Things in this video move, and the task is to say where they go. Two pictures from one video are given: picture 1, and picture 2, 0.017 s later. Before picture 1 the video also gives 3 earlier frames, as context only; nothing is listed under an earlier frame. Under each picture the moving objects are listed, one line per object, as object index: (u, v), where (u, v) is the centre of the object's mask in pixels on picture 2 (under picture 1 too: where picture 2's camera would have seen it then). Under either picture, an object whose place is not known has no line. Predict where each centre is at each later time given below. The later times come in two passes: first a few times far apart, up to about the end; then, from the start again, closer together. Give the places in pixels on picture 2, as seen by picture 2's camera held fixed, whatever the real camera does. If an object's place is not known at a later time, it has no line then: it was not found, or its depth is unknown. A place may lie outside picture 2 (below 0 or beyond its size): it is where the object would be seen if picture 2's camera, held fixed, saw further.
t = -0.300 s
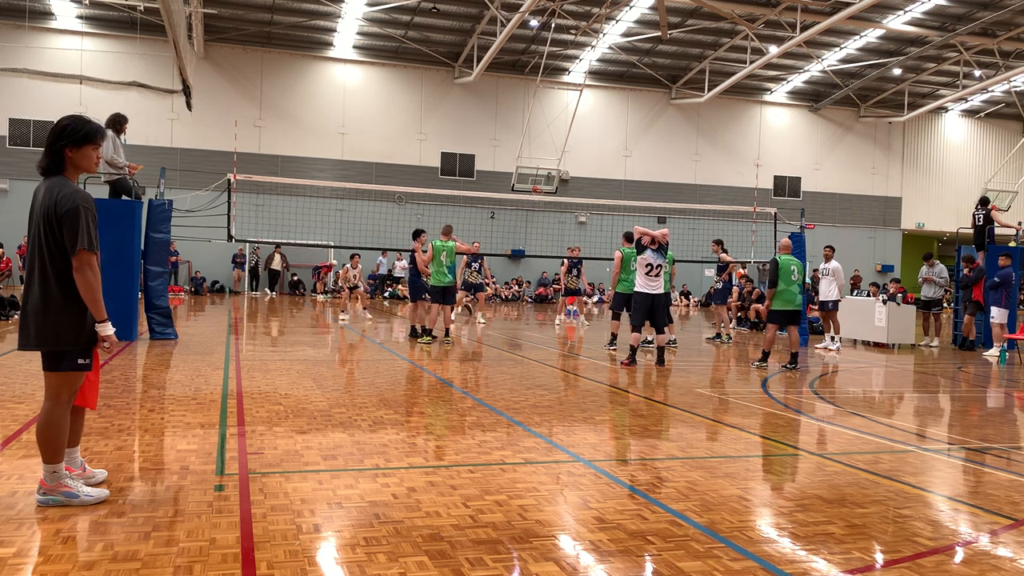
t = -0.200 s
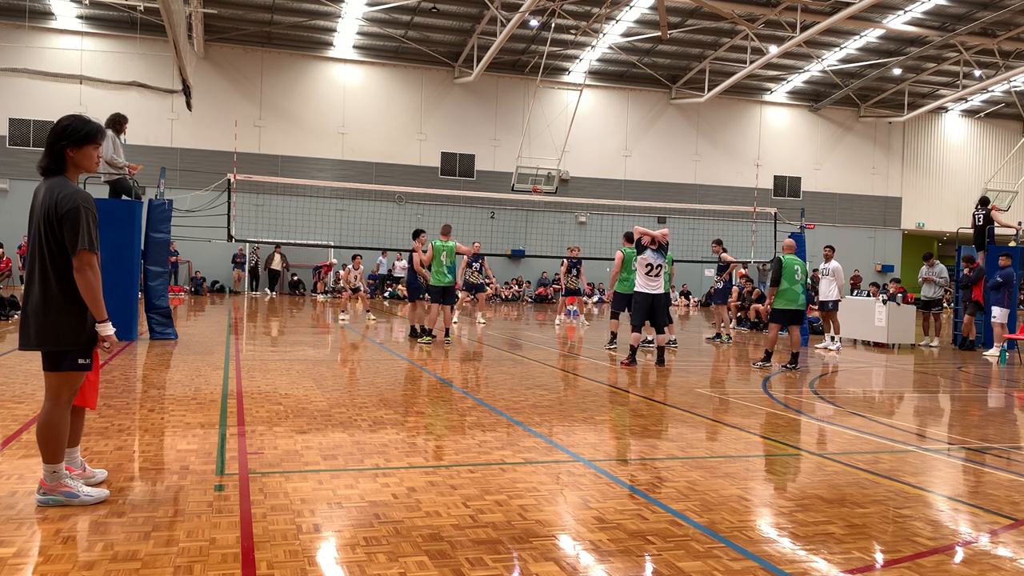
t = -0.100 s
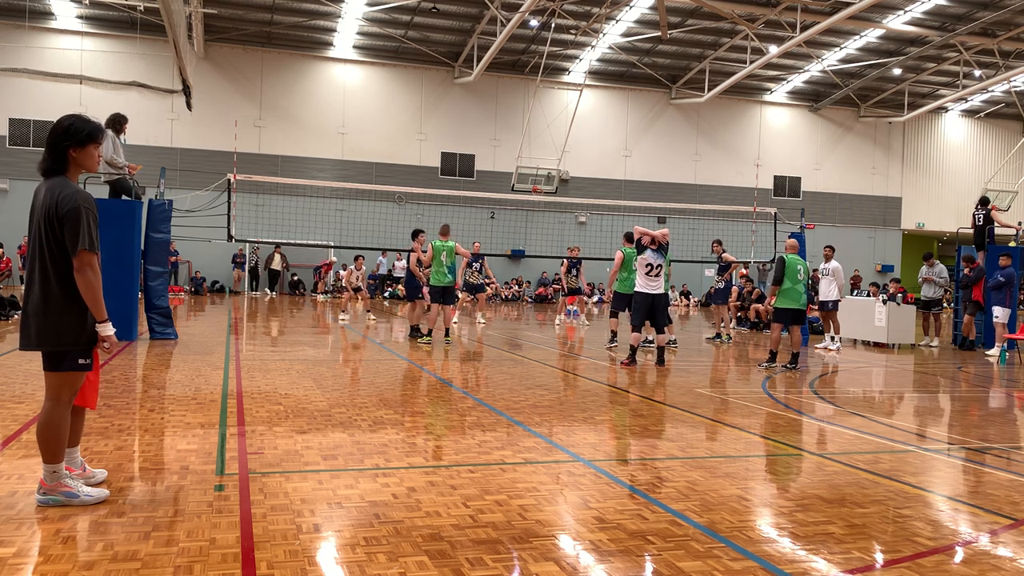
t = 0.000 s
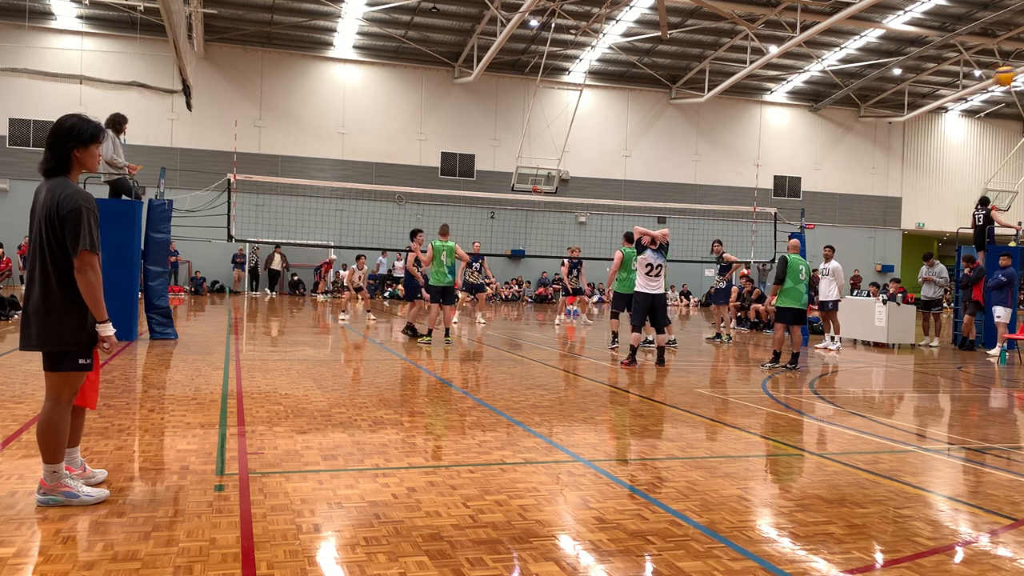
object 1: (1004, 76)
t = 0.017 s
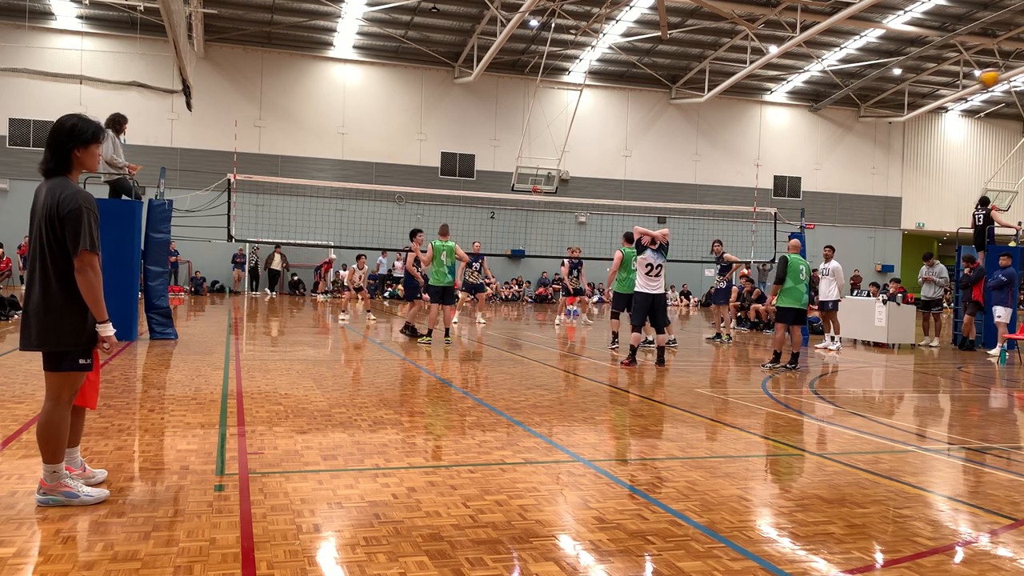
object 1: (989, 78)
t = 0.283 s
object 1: (816, 120)
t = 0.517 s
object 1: (730, 175)
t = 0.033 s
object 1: (973, 80)
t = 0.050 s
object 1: (958, 81)
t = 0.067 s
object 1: (945, 83)
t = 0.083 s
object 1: (932, 86)
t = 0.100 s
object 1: (919, 89)
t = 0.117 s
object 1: (908, 91)
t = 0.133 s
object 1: (896, 94)
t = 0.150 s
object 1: (886, 96)
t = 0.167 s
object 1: (875, 99)
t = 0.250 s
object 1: (831, 114)
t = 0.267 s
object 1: (824, 117)
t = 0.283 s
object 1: (816, 120)
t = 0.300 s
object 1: (809, 124)
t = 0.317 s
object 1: (801, 127)
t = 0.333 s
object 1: (794, 131)
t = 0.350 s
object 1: (787, 135)
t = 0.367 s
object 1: (781, 139)
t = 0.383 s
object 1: (774, 142)
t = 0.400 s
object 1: (768, 146)
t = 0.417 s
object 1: (762, 150)
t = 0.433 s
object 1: (757, 154)
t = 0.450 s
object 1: (752, 158)
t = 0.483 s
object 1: (741, 166)
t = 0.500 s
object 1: (735, 170)
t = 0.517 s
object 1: (730, 175)
